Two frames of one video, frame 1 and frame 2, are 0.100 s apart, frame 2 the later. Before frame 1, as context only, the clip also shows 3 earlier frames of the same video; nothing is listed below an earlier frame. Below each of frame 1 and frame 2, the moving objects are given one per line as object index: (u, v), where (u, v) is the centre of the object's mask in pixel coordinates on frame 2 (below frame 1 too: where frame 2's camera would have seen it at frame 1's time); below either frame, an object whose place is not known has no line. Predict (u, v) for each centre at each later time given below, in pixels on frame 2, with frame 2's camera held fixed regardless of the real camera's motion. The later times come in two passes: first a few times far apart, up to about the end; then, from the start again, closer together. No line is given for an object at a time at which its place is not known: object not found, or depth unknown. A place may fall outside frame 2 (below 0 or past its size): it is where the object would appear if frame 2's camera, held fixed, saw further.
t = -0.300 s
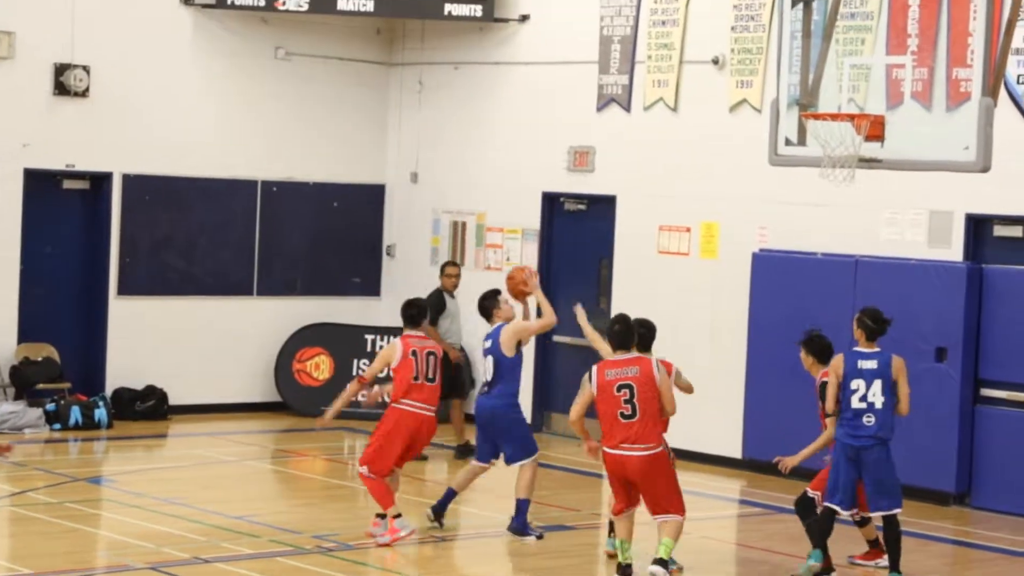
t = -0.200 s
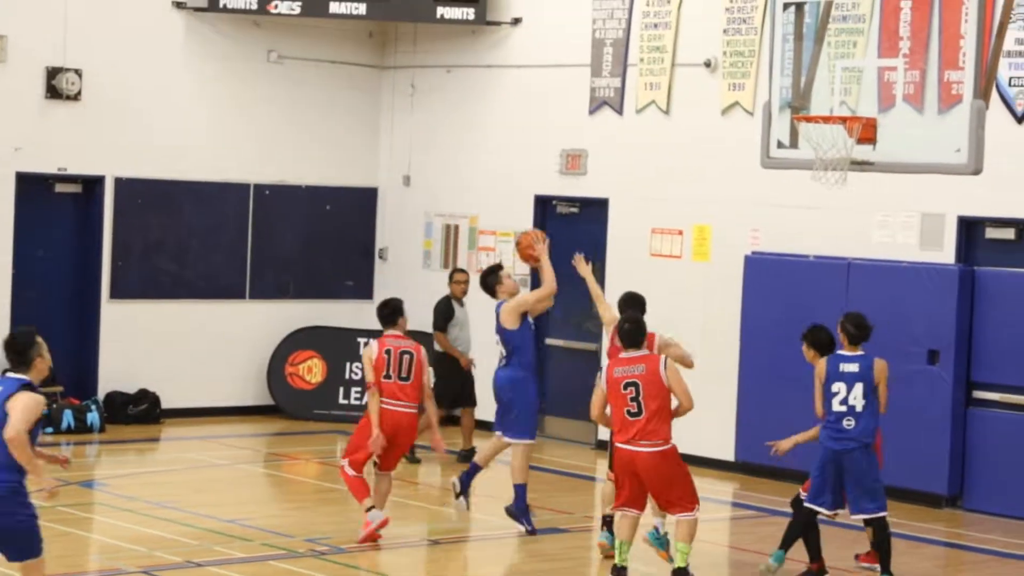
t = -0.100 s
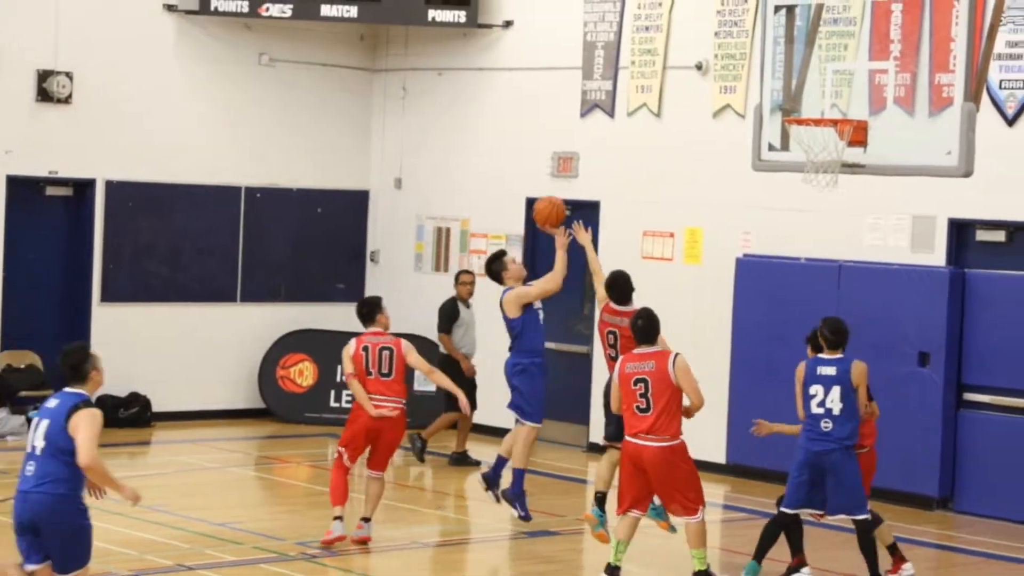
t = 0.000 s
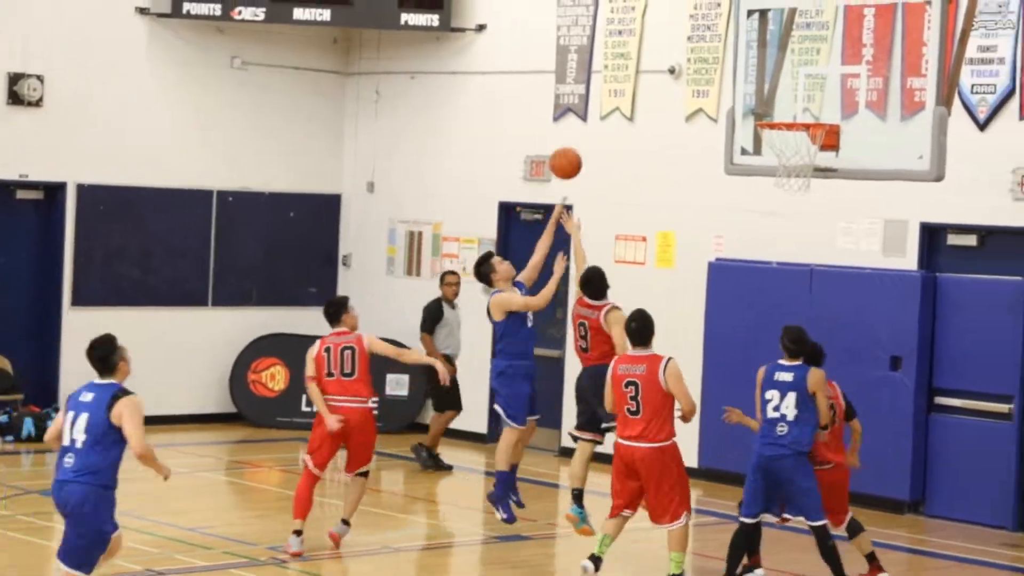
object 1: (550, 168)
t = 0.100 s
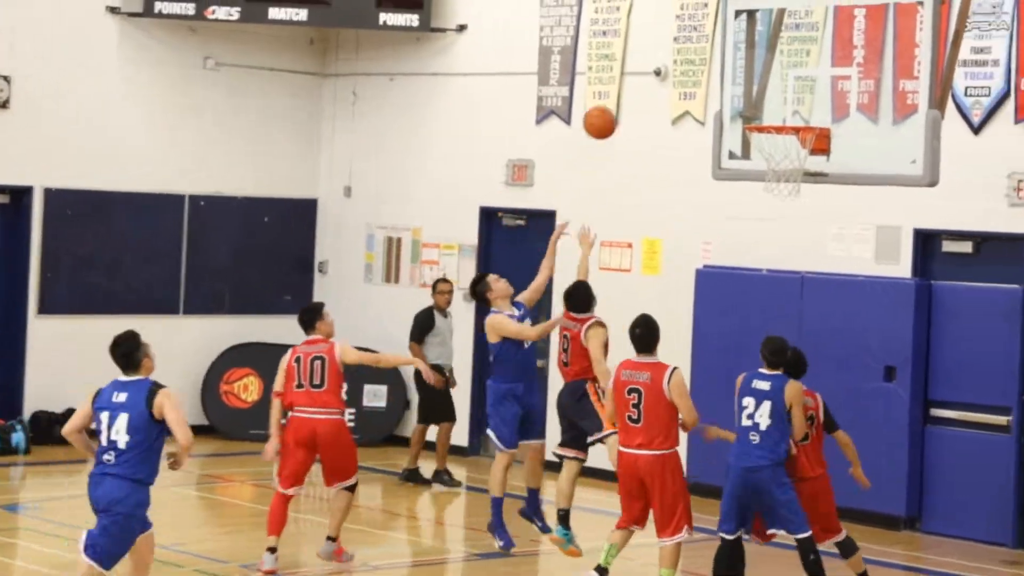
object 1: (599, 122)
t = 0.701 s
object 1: (780, 126)
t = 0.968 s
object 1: (801, 156)
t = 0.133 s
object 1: (616, 111)
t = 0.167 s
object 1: (633, 101)
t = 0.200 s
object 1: (650, 92)
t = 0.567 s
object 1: (800, 97)
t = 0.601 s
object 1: (799, 105)
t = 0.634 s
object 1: (798, 113)
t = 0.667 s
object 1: (793, 116)
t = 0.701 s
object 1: (780, 126)
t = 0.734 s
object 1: (772, 129)
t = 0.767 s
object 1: (764, 132)
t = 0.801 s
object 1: (763, 133)
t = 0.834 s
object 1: (772, 137)
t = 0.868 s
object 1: (780, 143)
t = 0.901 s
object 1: (786, 148)
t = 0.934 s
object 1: (796, 152)
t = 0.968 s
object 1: (801, 156)
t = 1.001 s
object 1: (806, 161)
